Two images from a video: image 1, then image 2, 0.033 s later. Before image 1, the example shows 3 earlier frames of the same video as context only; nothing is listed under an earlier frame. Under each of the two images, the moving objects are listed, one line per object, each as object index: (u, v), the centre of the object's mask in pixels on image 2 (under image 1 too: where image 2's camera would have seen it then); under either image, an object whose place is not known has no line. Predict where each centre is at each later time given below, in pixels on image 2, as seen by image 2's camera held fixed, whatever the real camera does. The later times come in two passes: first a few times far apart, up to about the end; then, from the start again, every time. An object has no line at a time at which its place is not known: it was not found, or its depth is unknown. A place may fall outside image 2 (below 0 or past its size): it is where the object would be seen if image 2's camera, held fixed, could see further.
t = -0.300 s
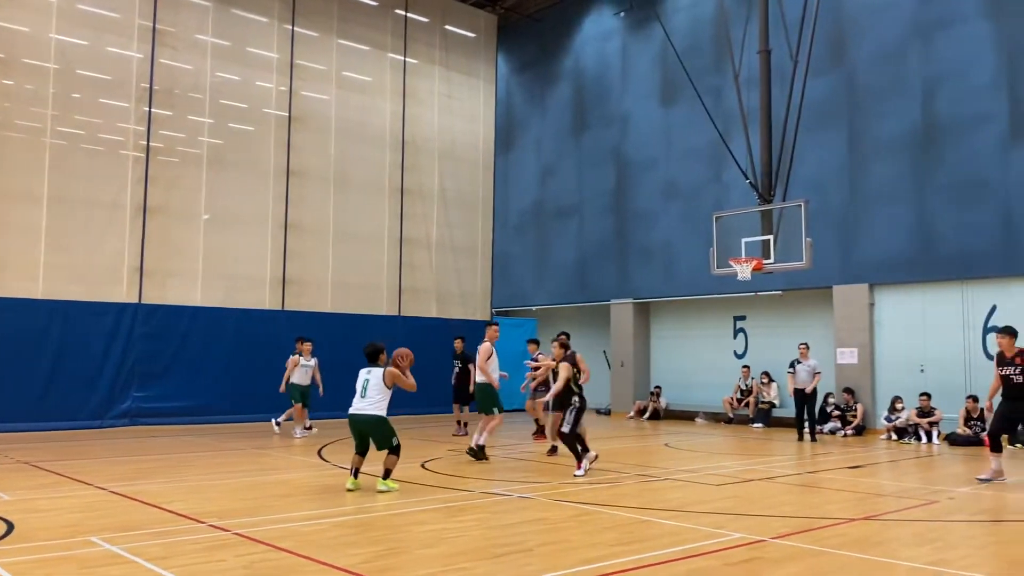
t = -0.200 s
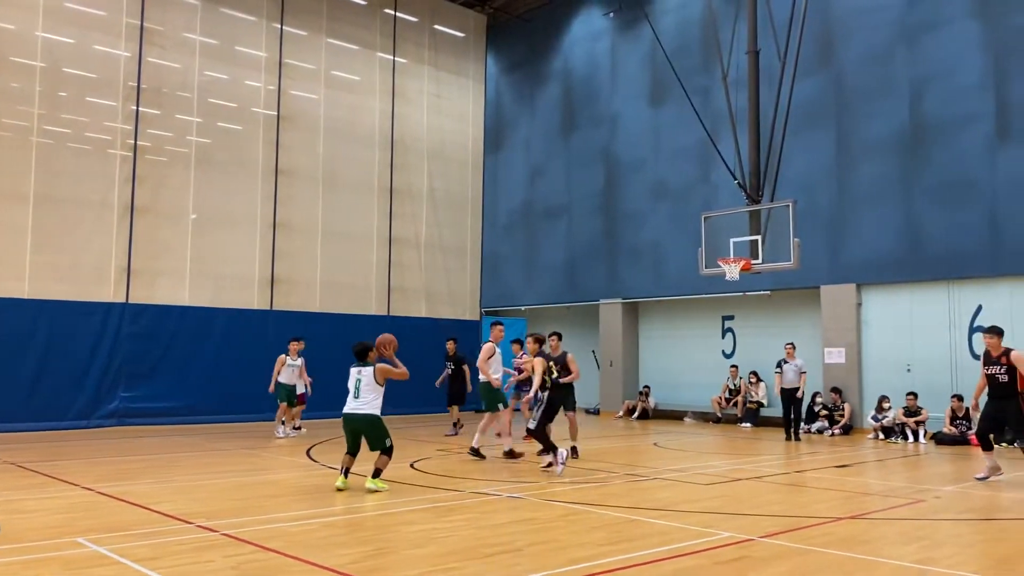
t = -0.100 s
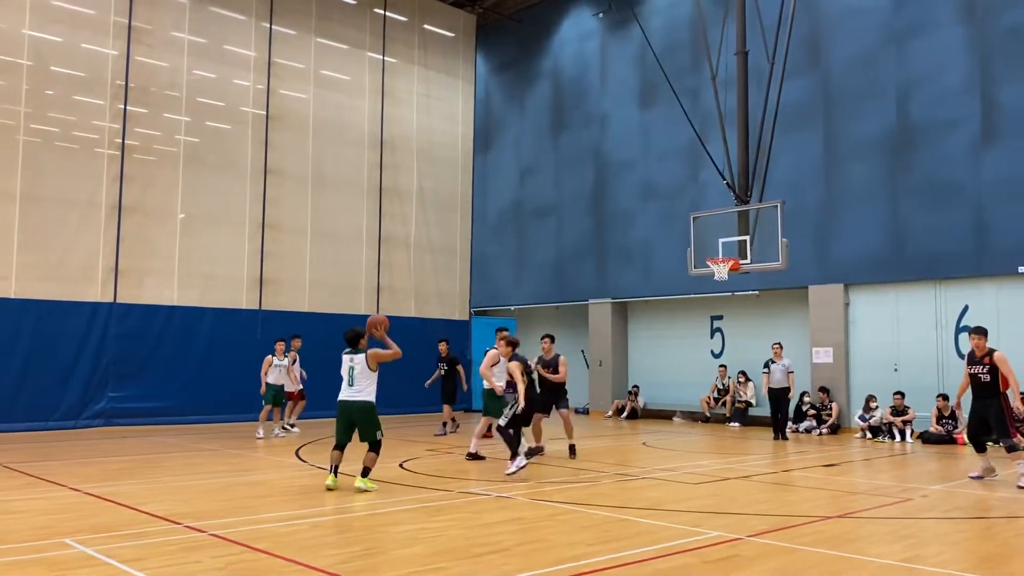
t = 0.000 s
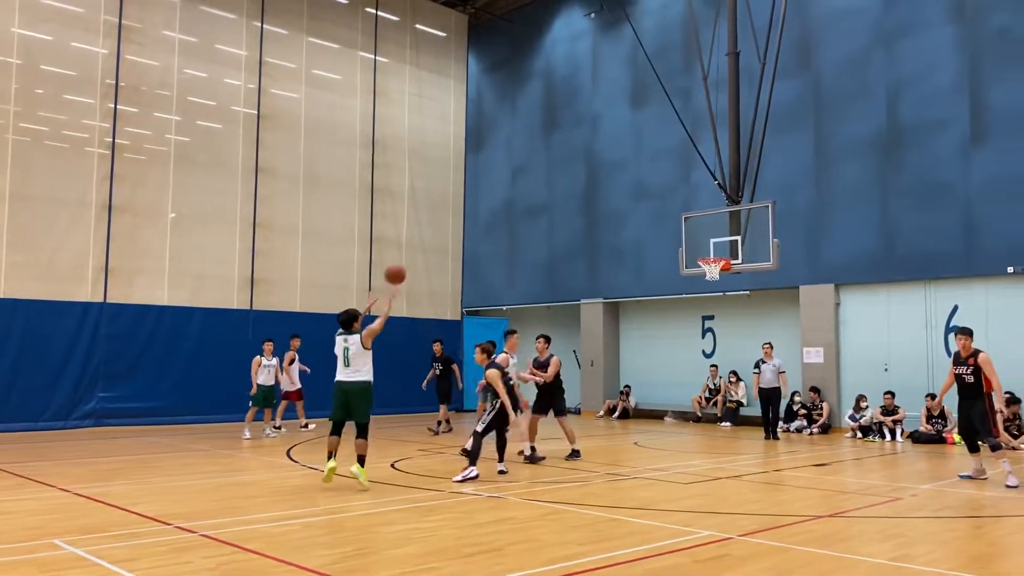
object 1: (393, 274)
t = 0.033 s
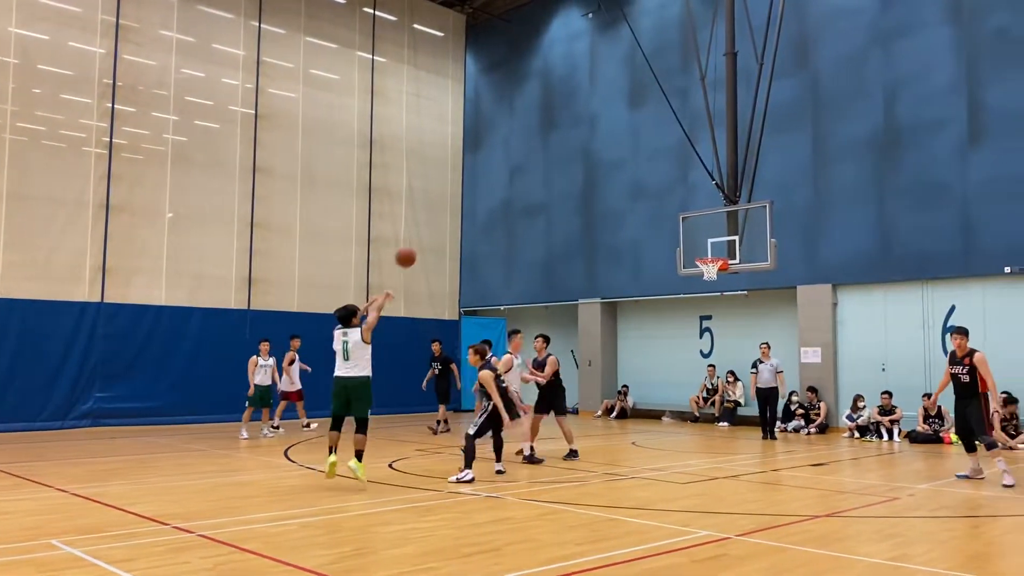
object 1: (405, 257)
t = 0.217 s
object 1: (467, 187)
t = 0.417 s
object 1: (524, 149)
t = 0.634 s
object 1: (577, 143)
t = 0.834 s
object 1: (620, 162)
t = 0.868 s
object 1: (627, 168)
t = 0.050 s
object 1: (412, 249)
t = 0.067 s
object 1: (417, 242)
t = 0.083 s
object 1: (424, 235)
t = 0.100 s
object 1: (429, 228)
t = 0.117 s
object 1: (435, 221)
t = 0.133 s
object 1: (440, 215)
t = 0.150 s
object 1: (446, 209)
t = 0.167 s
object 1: (451, 204)
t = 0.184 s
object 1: (457, 198)
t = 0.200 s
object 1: (462, 192)
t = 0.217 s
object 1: (467, 187)
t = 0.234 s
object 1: (473, 182)
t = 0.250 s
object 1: (478, 178)
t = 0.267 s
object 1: (482, 175)
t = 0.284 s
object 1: (488, 171)
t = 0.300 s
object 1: (492, 167)
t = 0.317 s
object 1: (497, 164)
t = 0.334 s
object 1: (502, 161)
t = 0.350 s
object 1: (507, 158)
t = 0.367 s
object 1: (511, 155)
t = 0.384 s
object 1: (516, 153)
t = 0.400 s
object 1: (520, 151)
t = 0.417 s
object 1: (524, 149)
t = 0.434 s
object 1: (529, 147)
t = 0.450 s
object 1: (533, 146)
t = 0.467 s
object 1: (537, 144)
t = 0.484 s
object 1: (541, 144)
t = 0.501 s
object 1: (545, 143)
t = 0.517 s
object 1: (550, 142)
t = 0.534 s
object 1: (554, 141)
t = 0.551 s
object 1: (557, 141)
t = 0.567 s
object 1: (562, 141)
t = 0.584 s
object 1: (566, 141)
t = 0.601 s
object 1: (570, 141)
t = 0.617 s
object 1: (573, 142)
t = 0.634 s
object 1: (577, 143)
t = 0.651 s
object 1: (581, 143)
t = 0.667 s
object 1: (585, 144)
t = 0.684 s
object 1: (588, 145)
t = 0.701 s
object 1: (592, 146)
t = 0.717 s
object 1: (596, 147)
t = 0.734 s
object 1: (599, 149)
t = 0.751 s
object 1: (603, 150)
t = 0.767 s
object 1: (606, 153)
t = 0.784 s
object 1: (609, 155)
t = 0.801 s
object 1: (613, 157)
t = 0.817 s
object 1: (616, 160)
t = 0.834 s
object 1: (620, 162)
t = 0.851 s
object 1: (623, 165)
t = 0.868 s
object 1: (627, 168)
